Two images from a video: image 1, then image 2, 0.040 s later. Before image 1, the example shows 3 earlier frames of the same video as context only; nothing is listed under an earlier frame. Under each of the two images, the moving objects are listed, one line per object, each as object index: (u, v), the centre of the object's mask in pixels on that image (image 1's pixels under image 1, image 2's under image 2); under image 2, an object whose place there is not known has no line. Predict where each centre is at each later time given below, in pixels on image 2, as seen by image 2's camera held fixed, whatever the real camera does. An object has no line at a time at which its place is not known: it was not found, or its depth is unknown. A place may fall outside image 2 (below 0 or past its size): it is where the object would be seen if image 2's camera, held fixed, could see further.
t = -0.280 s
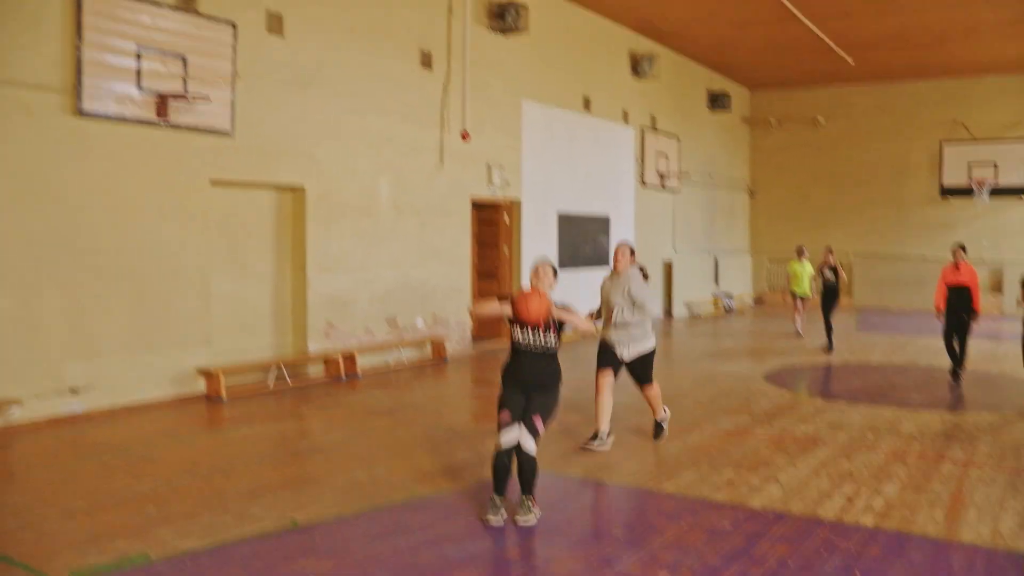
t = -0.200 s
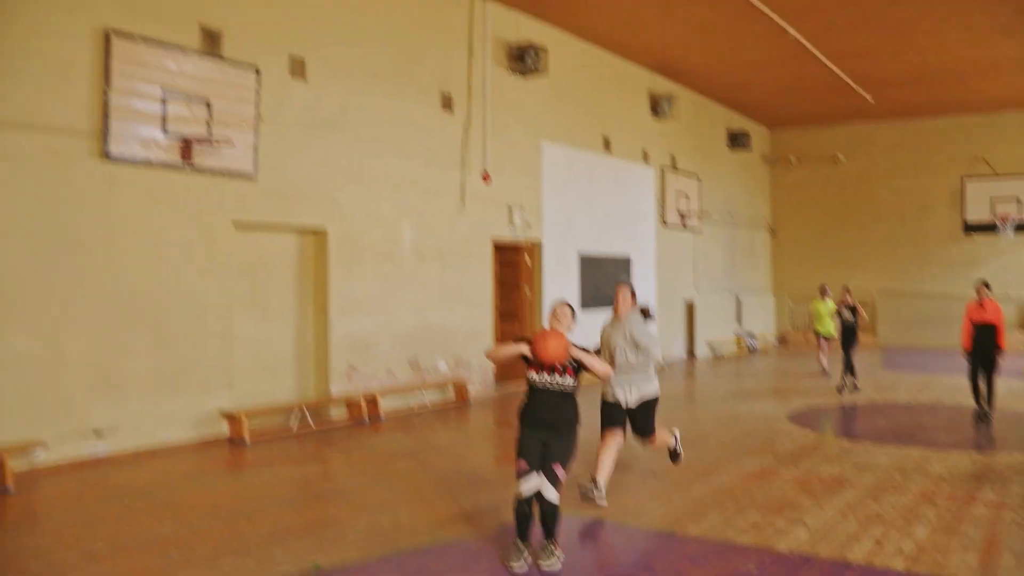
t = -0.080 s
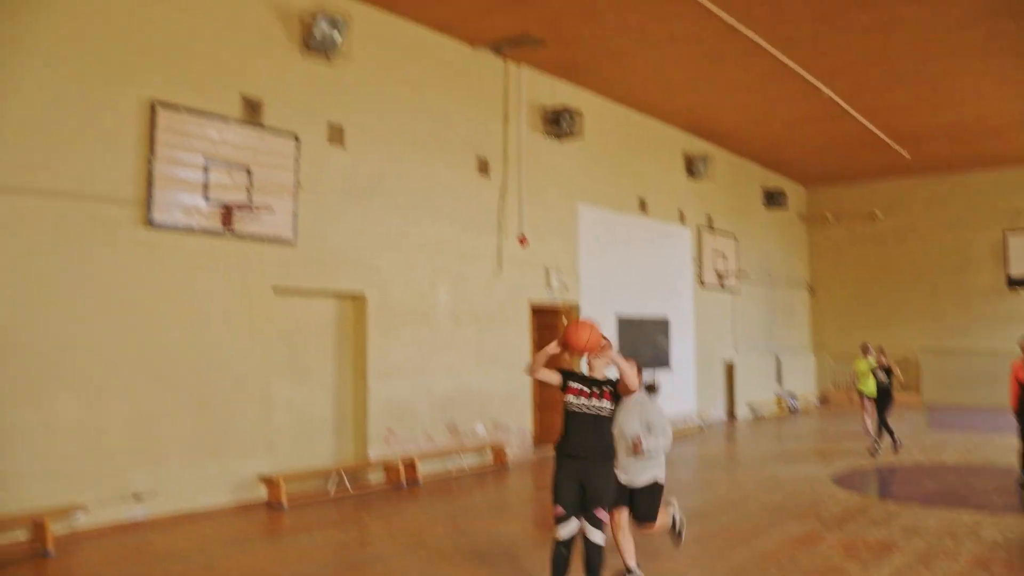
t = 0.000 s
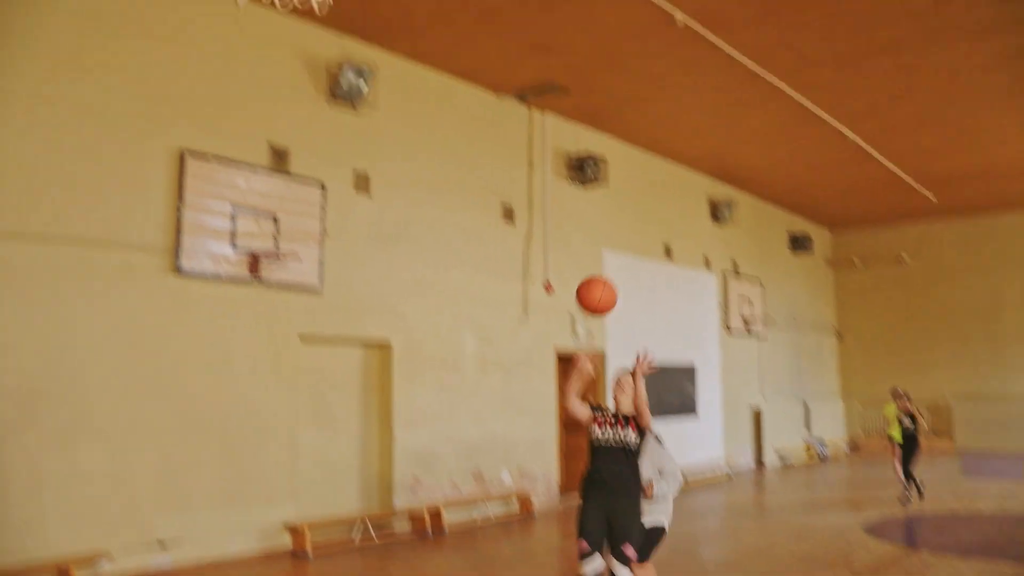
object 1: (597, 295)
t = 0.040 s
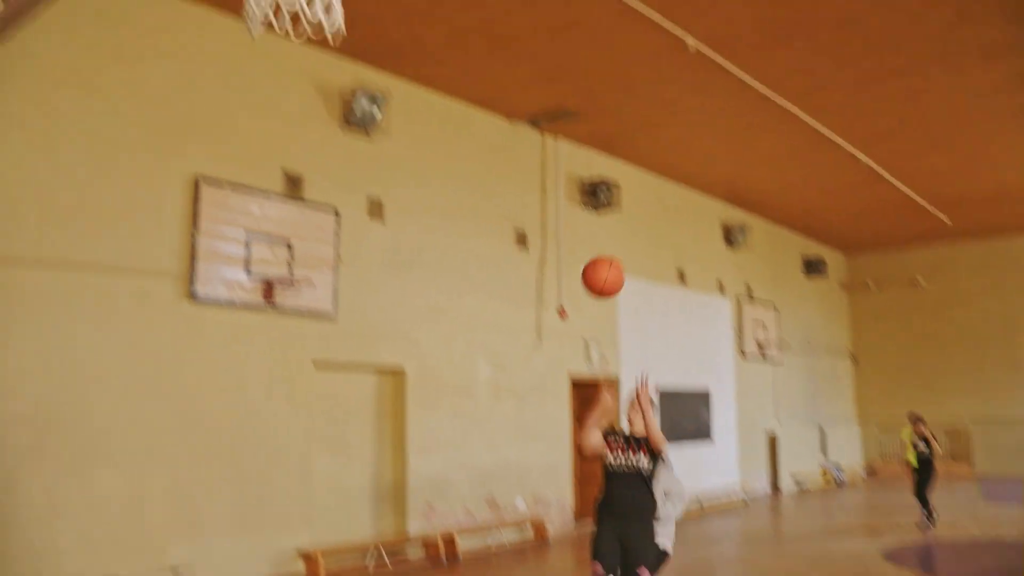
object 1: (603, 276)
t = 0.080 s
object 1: (597, 233)
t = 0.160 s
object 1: (583, 148)
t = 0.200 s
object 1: (575, 108)
